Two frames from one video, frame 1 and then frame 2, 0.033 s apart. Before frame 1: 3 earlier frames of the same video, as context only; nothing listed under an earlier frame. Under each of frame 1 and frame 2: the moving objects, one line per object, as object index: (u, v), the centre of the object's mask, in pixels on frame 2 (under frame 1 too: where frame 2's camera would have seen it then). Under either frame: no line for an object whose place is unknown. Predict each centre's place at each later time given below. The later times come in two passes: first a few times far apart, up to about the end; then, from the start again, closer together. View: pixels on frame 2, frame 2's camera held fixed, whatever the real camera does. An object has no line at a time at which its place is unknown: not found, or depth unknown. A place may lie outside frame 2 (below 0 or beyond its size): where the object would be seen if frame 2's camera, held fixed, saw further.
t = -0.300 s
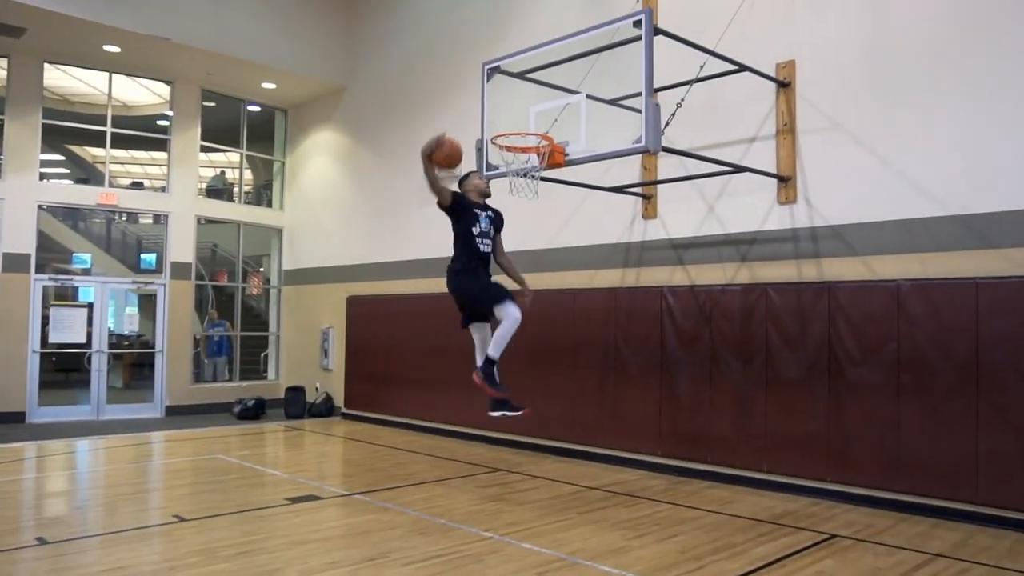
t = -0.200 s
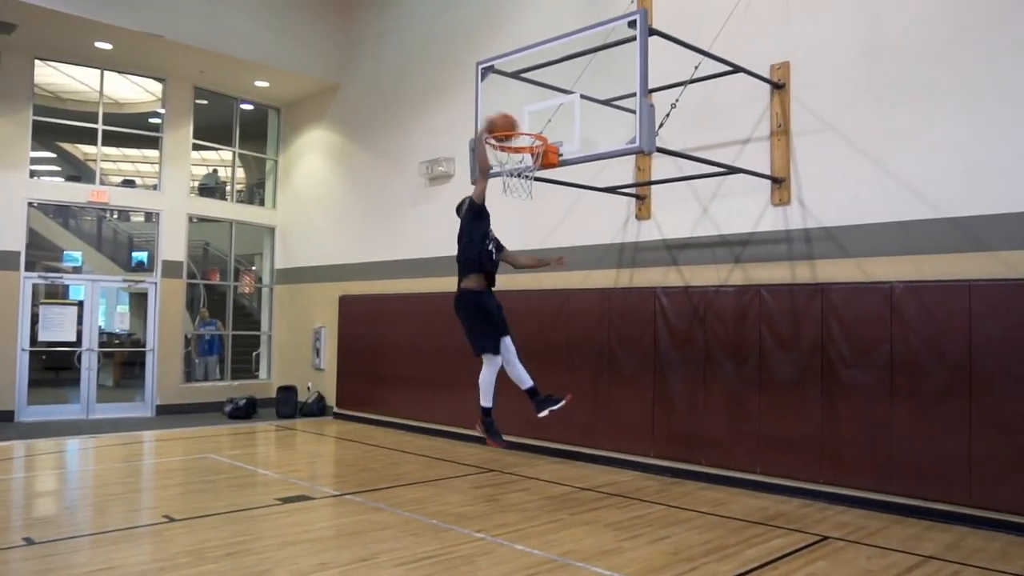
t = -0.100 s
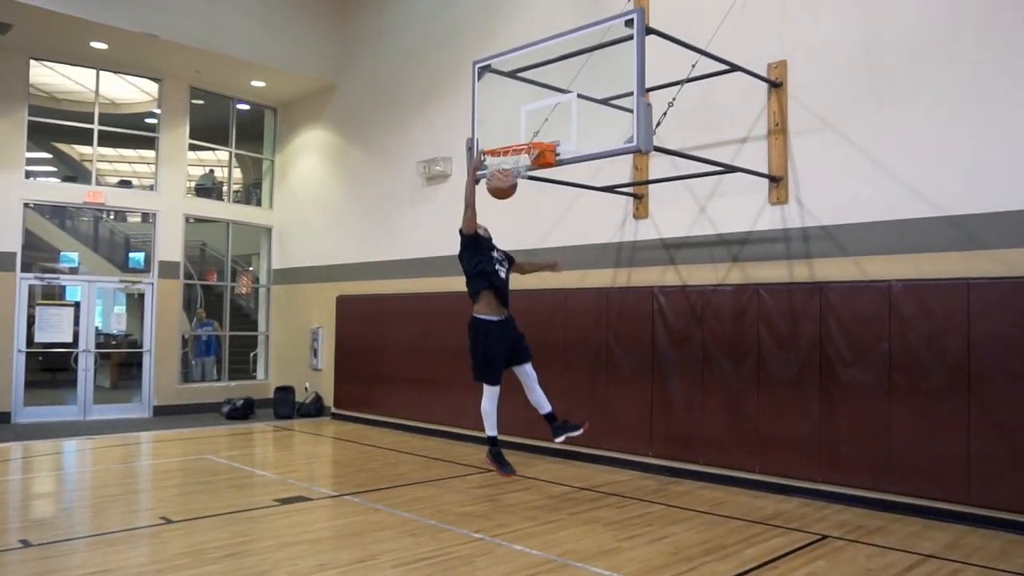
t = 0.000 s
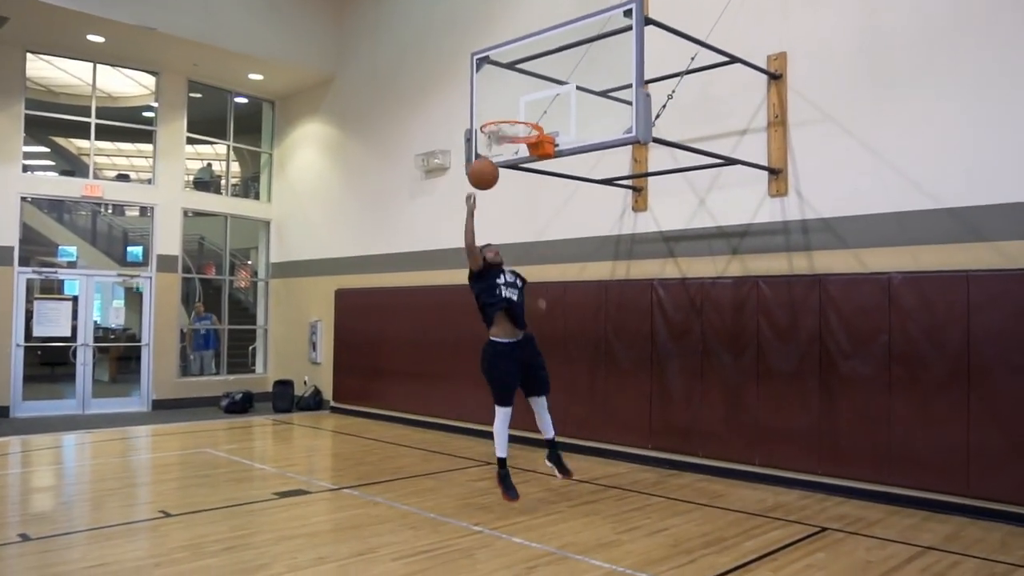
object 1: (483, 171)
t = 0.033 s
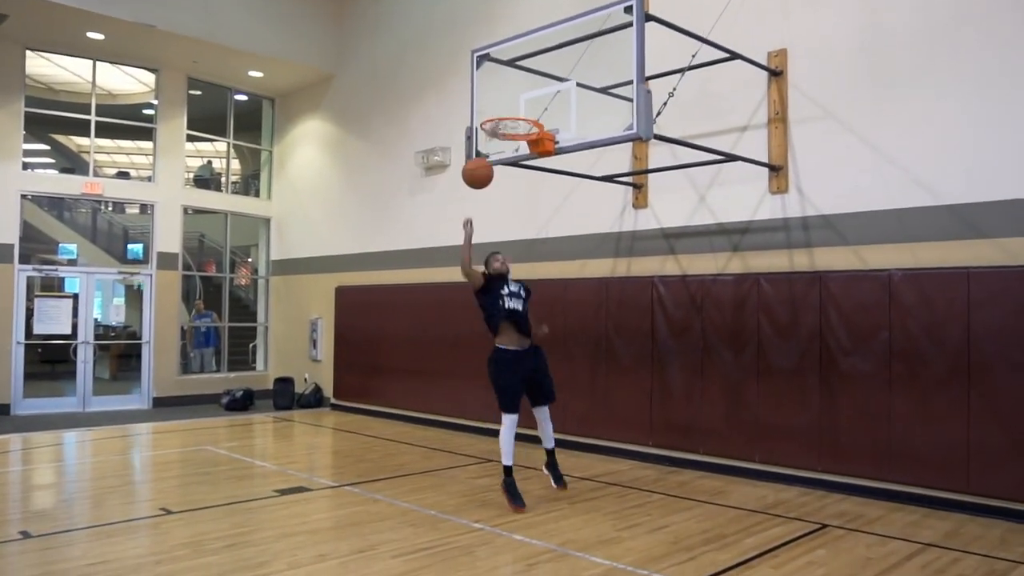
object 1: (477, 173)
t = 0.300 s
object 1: (430, 239)
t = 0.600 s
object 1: (376, 423)
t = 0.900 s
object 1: (358, 388)
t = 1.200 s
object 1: (359, 319)
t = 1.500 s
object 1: (357, 357)
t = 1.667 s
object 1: (357, 418)
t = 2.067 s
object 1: (352, 383)
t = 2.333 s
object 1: (351, 381)
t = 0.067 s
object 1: (472, 177)
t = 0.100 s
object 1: (466, 181)
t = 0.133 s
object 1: (460, 188)
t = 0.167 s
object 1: (454, 195)
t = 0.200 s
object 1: (449, 204)
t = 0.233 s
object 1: (443, 214)
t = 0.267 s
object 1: (437, 226)
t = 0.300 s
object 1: (430, 239)
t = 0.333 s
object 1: (425, 254)
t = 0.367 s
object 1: (418, 269)
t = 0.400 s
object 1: (411, 287)
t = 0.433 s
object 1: (406, 307)
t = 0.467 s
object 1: (400, 328)
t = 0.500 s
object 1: (394, 350)
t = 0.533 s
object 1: (387, 373)
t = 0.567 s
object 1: (382, 396)
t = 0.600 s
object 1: (376, 423)
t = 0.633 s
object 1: (370, 451)
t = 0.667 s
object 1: (366, 481)
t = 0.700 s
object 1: (361, 506)
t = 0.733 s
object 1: (361, 483)
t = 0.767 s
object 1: (360, 461)
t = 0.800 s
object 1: (360, 440)
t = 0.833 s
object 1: (359, 422)
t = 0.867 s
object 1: (359, 403)
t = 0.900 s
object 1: (358, 388)
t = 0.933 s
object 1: (359, 375)
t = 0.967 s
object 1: (359, 364)
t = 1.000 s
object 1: (359, 353)
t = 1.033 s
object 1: (359, 344)
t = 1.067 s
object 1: (359, 336)
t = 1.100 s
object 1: (359, 330)
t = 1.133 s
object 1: (359, 325)
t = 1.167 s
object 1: (359, 322)
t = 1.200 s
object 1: (359, 319)
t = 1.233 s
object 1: (359, 319)
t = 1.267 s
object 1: (359, 319)
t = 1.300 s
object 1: (359, 321)
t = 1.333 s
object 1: (359, 324)
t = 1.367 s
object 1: (359, 328)
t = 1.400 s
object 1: (358, 333)
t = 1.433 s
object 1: (358, 340)
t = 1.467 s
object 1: (358, 347)
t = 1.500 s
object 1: (357, 357)
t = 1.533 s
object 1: (357, 366)
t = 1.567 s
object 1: (357, 378)
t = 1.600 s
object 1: (356, 388)
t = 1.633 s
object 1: (356, 402)
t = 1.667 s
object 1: (357, 418)
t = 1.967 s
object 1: (353, 403)
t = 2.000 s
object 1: (353, 395)
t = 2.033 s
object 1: (353, 389)
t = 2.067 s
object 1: (352, 383)
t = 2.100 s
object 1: (352, 379)
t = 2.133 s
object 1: (351, 376)
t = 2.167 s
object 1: (351, 374)
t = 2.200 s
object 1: (351, 373)
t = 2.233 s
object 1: (351, 374)
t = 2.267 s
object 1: (351, 375)
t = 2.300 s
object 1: (351, 377)
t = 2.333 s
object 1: (351, 381)
